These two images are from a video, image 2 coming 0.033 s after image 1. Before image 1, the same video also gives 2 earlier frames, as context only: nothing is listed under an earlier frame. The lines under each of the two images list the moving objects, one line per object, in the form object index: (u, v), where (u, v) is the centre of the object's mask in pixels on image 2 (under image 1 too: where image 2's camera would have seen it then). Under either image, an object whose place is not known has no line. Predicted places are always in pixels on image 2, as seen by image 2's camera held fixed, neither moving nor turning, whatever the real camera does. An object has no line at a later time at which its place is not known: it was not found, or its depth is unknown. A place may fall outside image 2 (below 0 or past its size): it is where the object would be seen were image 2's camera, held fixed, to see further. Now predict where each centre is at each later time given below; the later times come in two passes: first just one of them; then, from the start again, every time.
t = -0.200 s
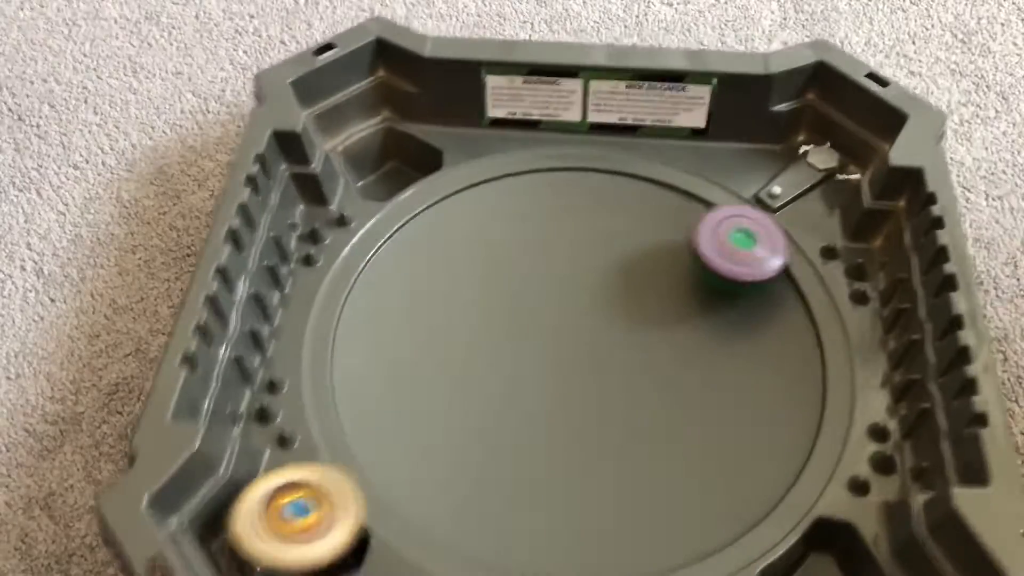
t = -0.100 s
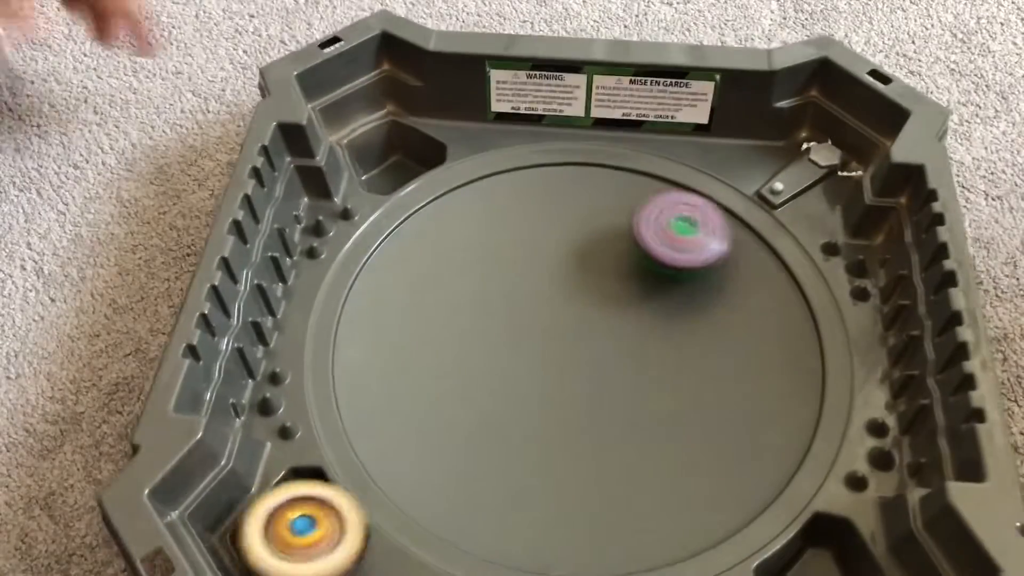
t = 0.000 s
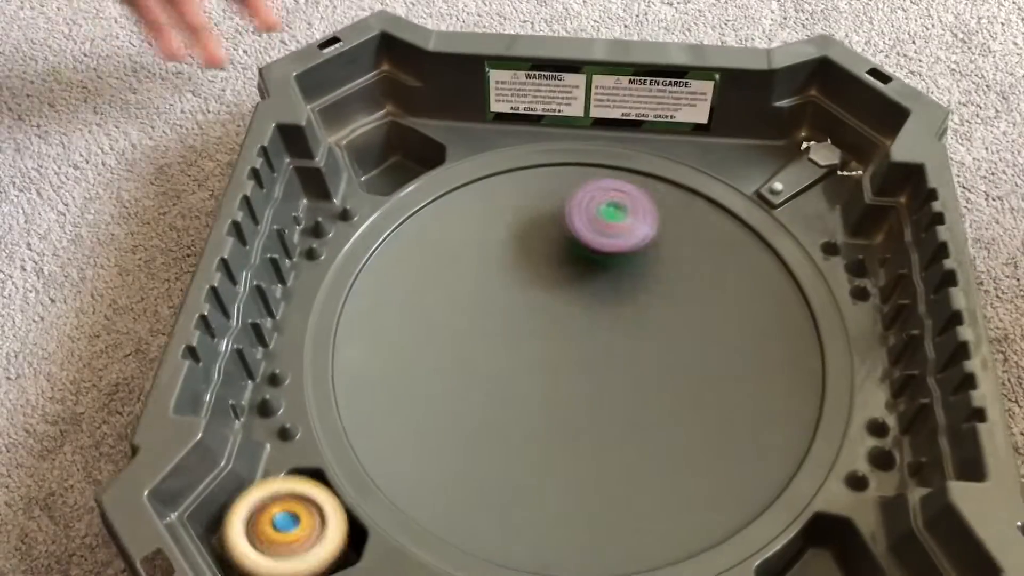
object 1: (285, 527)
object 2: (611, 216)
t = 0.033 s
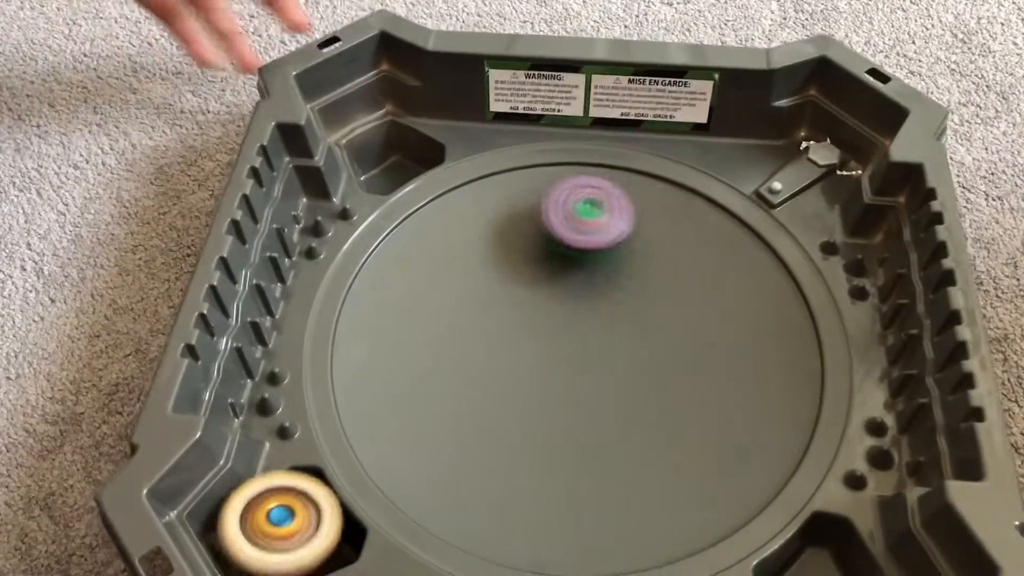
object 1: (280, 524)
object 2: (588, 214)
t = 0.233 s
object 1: (281, 524)
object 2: (467, 248)
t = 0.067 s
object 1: (285, 528)
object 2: (565, 212)
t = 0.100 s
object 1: (283, 527)
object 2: (542, 213)
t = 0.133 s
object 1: (285, 528)
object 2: (519, 216)
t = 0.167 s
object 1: (287, 527)
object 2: (500, 222)
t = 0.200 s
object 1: (285, 526)
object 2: (482, 234)
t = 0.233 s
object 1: (281, 524)
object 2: (467, 248)
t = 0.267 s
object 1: (276, 525)
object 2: (457, 267)
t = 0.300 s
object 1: (278, 529)
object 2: (453, 289)
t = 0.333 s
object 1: (285, 534)
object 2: (457, 316)
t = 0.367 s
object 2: (469, 344)
